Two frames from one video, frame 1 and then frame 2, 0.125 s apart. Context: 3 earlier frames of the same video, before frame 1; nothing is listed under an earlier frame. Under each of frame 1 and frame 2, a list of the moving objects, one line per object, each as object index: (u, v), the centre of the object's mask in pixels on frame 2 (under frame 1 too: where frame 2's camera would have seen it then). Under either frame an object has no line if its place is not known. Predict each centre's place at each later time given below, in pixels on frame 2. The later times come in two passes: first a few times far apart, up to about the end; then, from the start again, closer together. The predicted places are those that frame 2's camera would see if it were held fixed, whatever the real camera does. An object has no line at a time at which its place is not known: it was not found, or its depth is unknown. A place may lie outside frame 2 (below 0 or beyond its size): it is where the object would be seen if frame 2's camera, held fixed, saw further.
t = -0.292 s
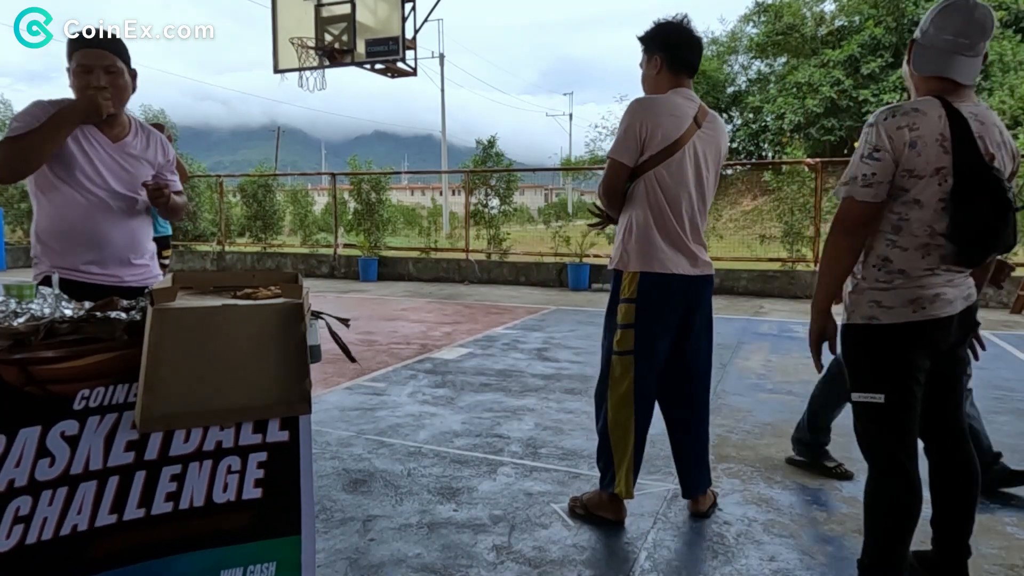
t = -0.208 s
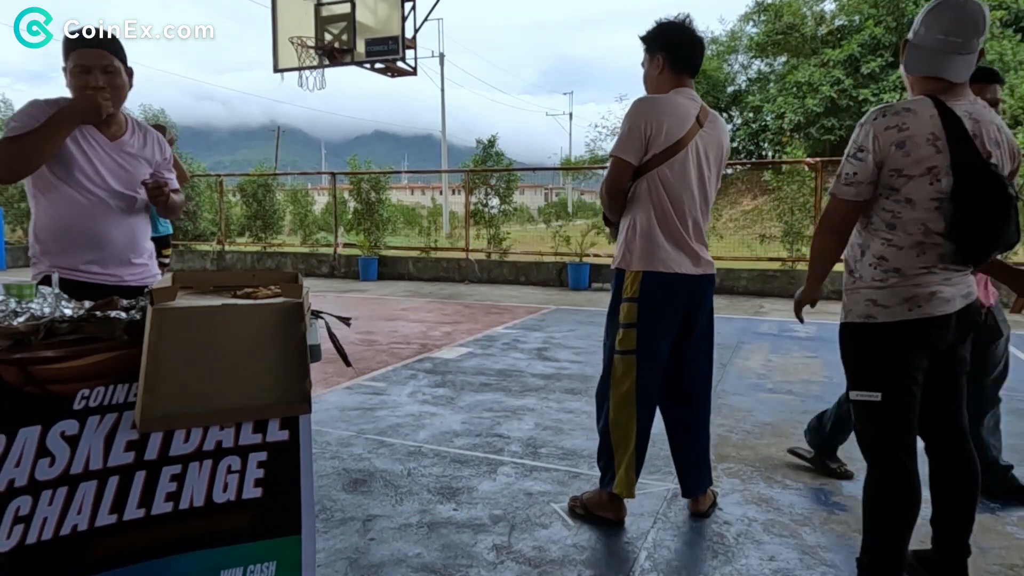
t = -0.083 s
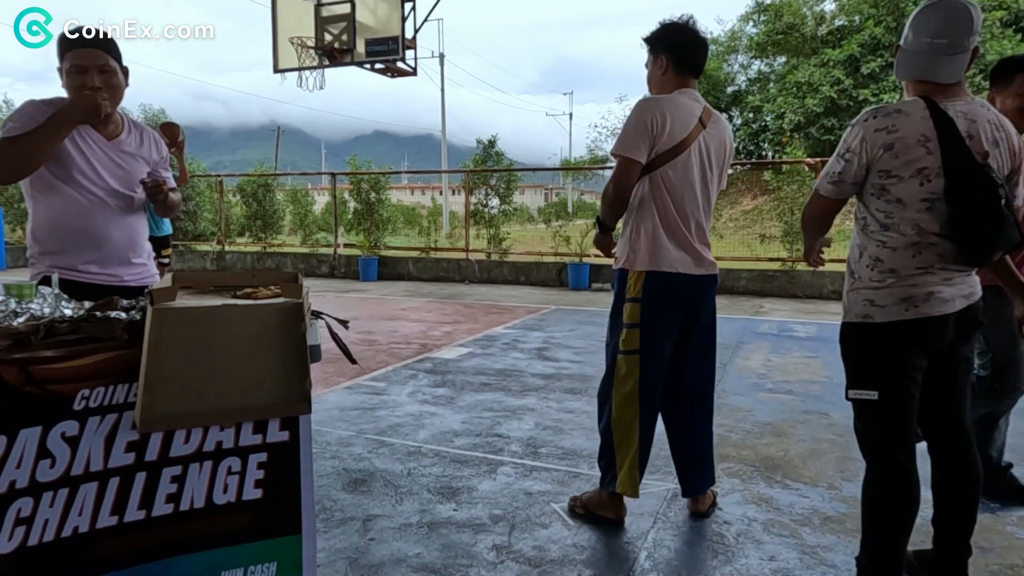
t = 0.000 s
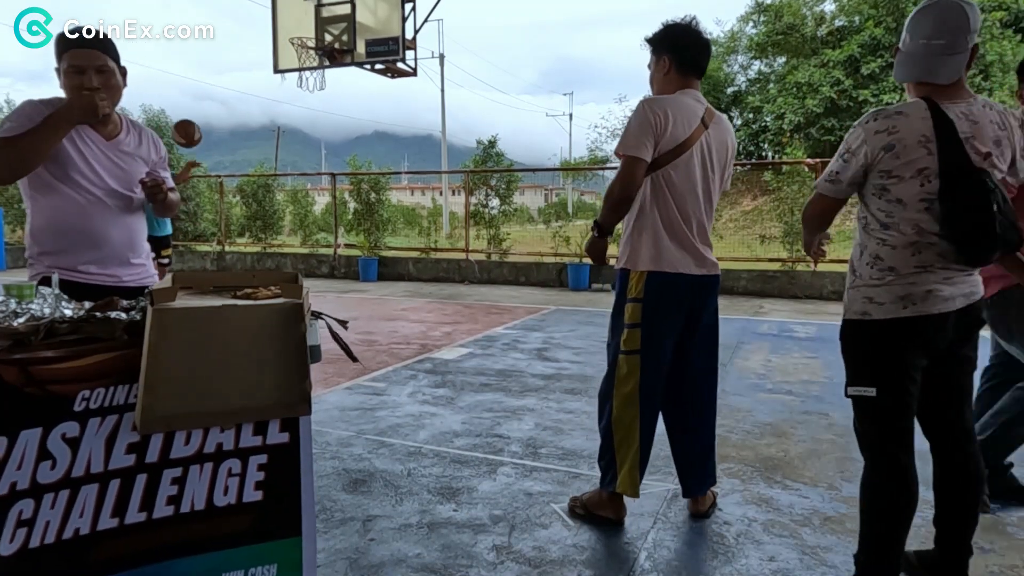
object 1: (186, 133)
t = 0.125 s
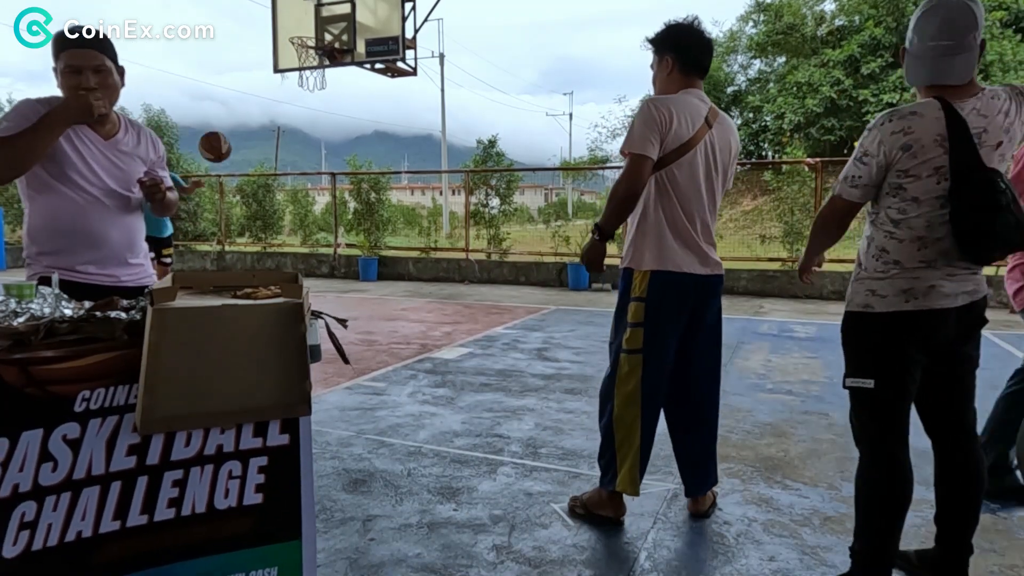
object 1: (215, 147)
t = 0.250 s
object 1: (250, 185)
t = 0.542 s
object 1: (359, 361)
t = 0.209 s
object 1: (237, 169)
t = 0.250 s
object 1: (250, 185)
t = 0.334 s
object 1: (278, 228)
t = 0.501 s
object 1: (346, 371)
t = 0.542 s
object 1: (359, 361)
